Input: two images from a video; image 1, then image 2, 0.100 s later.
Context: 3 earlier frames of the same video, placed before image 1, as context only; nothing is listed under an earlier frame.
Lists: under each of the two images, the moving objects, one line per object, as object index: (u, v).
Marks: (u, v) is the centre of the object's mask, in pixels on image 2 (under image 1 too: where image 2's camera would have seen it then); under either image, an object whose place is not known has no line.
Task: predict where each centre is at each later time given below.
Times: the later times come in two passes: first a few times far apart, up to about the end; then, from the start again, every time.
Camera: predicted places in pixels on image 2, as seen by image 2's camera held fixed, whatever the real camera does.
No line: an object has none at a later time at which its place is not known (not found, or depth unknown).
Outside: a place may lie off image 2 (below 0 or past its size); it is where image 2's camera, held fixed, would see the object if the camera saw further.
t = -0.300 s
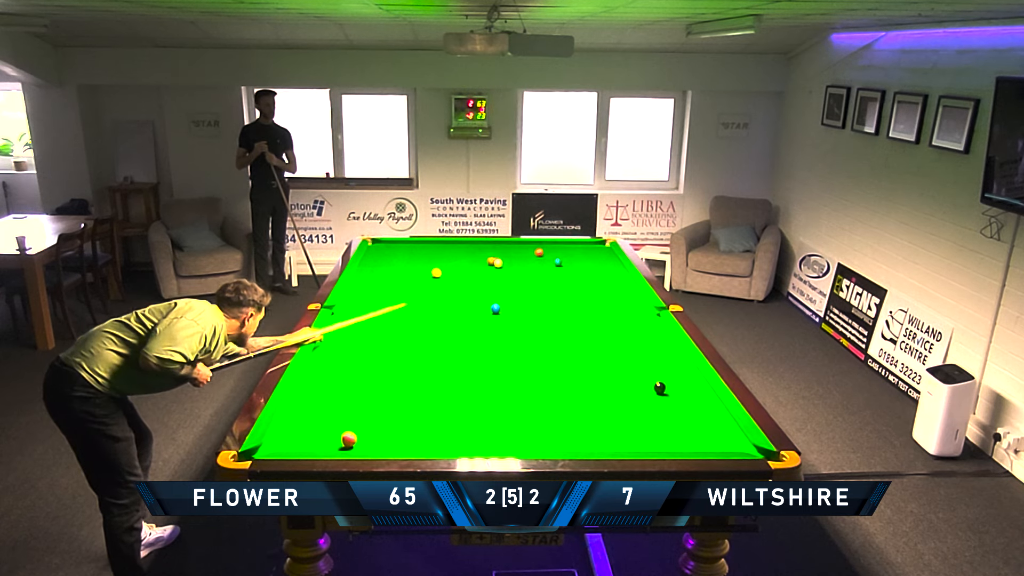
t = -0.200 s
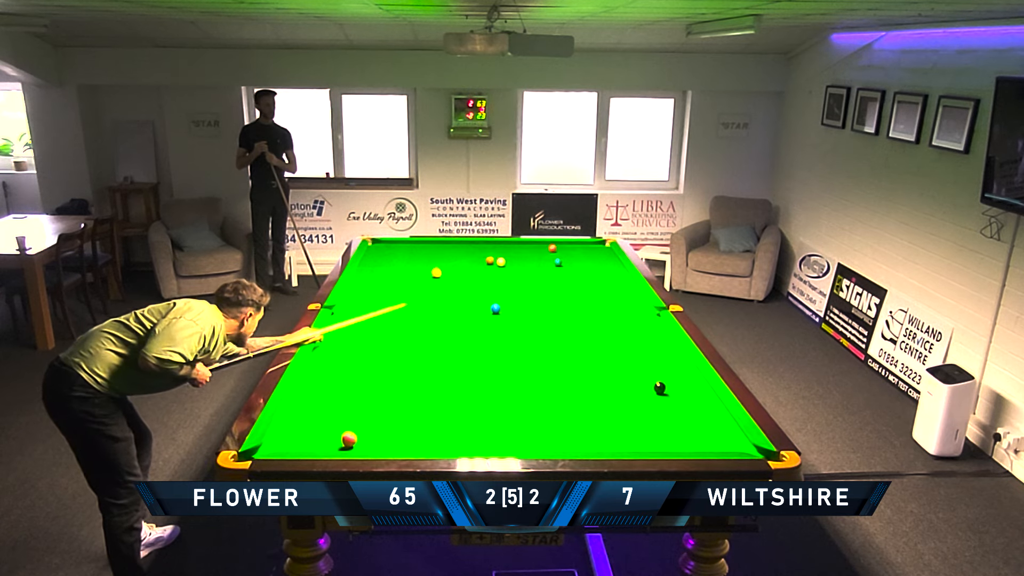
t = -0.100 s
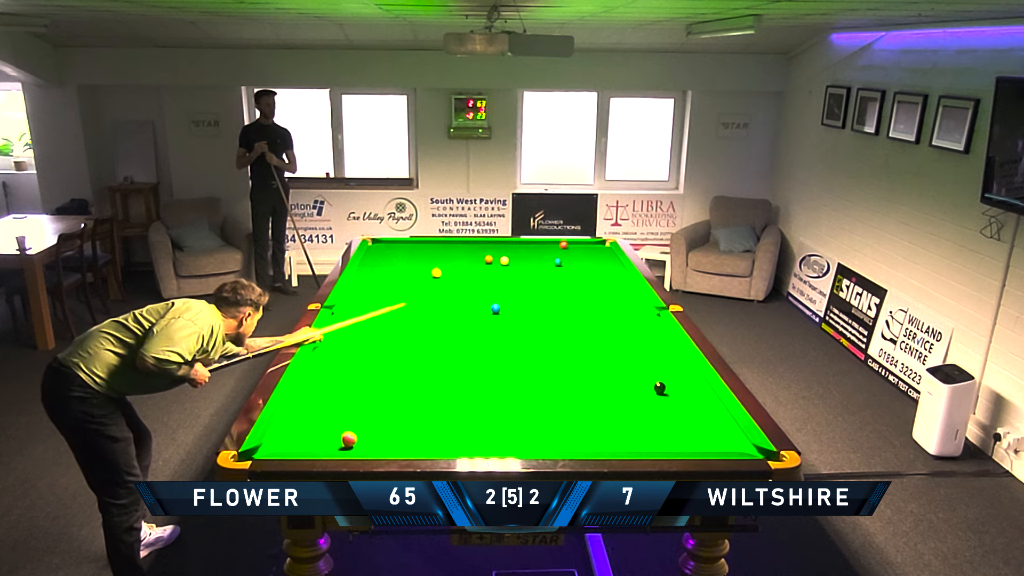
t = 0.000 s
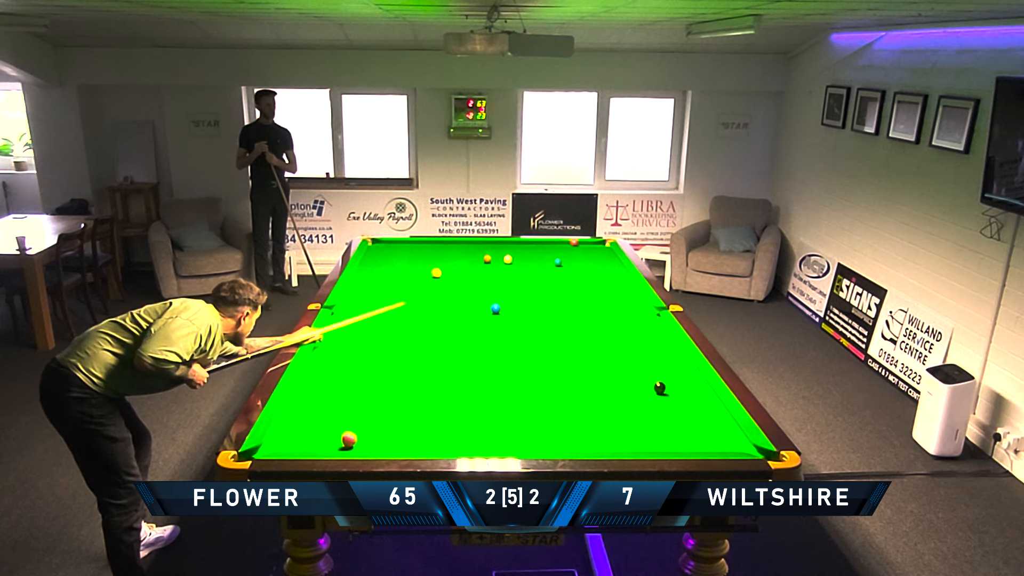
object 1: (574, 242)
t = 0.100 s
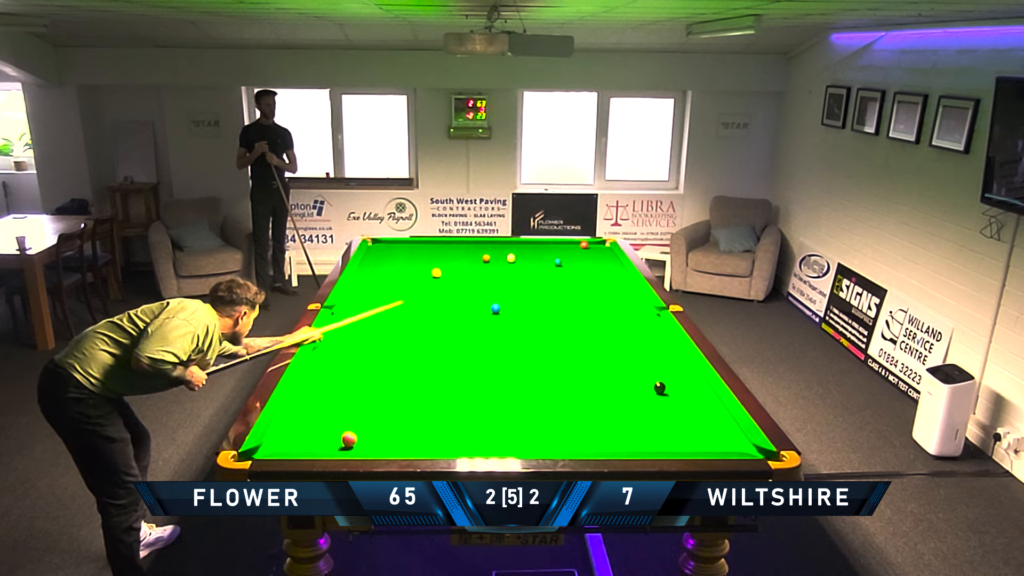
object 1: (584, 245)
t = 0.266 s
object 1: (601, 249)
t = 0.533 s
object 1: (600, 253)
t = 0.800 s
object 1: (588, 257)
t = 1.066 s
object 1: (576, 262)
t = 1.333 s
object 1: (564, 267)
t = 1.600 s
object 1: (552, 271)
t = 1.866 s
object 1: (539, 276)
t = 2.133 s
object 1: (527, 281)
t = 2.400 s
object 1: (515, 285)
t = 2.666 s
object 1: (502, 290)
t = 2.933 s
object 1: (490, 294)
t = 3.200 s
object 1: (478, 299)
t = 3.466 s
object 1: (466, 303)
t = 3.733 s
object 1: (454, 307)
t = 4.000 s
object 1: (443, 311)
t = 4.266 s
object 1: (432, 316)
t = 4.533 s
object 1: (421, 319)
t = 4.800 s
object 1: (410, 323)
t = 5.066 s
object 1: (400, 327)
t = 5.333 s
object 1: (391, 330)
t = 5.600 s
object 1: (382, 333)
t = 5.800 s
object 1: (376, 336)
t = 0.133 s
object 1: (587, 246)
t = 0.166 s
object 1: (591, 247)
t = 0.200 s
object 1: (594, 247)
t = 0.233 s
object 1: (598, 248)
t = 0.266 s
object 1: (601, 249)
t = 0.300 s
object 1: (605, 249)
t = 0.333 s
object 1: (608, 250)
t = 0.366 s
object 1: (608, 250)
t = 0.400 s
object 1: (606, 251)
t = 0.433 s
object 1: (605, 251)
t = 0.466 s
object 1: (603, 252)
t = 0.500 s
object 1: (602, 252)
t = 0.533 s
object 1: (600, 253)
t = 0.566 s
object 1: (599, 254)
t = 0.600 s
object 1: (597, 254)
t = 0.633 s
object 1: (596, 255)
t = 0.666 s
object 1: (595, 255)
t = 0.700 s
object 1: (593, 256)
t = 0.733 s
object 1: (592, 256)
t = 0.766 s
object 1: (590, 257)
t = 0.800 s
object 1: (588, 257)
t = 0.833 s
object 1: (587, 258)
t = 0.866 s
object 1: (585, 258)
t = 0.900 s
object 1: (584, 259)
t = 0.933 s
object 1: (582, 260)
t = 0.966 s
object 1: (581, 261)
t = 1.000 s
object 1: (579, 261)
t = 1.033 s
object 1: (578, 262)
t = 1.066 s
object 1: (576, 262)
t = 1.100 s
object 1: (575, 263)
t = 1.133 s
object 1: (573, 263)
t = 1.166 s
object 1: (572, 264)
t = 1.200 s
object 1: (570, 265)
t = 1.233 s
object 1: (569, 265)
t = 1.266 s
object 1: (567, 266)
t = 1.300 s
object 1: (566, 266)
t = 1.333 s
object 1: (564, 267)
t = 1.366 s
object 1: (563, 267)
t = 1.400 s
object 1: (561, 268)
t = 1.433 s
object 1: (560, 269)
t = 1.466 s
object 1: (558, 269)
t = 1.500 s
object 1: (556, 270)
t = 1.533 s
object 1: (555, 270)
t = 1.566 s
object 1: (553, 271)
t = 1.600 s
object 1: (552, 271)
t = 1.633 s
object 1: (550, 272)
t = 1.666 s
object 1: (549, 273)
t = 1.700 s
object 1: (547, 273)
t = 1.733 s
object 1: (546, 274)
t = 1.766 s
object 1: (544, 274)
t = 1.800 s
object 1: (543, 275)
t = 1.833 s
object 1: (541, 275)
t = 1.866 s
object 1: (539, 276)
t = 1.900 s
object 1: (538, 276)
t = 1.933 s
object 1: (536, 277)
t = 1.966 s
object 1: (535, 278)
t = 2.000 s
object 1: (533, 278)
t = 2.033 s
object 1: (532, 279)
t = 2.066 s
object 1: (530, 279)
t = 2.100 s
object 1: (528, 280)
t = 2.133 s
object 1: (527, 281)
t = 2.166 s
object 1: (525, 281)
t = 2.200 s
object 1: (524, 282)
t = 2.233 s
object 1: (522, 282)
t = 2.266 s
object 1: (521, 283)
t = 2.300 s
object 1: (519, 283)
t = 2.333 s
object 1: (518, 284)
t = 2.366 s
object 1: (516, 284)
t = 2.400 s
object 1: (515, 285)
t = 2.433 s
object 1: (513, 286)
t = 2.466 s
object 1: (511, 286)
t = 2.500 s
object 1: (510, 287)
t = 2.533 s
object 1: (508, 287)
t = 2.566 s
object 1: (507, 288)
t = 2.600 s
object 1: (505, 288)
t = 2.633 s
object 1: (504, 289)
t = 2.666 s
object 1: (502, 290)
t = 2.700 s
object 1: (501, 290)
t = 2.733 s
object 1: (499, 291)
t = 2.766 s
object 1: (498, 291)
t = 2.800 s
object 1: (496, 292)
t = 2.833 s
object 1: (495, 292)
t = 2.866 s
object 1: (493, 293)
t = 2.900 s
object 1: (491, 294)
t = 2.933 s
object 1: (490, 294)
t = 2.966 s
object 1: (489, 295)
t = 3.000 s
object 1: (487, 295)
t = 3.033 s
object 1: (485, 296)
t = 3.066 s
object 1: (484, 296)
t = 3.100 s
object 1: (482, 297)
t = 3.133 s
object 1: (481, 297)
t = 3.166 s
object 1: (479, 298)
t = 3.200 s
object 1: (478, 299)
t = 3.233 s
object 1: (476, 299)
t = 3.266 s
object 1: (475, 300)
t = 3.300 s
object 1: (474, 300)
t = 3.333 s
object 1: (472, 301)
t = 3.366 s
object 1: (471, 301)
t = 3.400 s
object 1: (469, 302)
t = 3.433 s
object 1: (467, 302)
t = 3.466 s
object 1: (466, 303)
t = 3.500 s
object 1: (465, 303)
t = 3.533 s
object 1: (463, 304)
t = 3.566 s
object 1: (462, 305)
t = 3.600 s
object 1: (460, 305)
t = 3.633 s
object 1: (459, 305)
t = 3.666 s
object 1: (457, 306)
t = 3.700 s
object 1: (456, 307)
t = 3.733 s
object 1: (454, 307)
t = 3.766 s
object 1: (453, 308)
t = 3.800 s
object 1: (452, 308)
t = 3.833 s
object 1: (450, 309)
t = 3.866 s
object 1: (449, 309)
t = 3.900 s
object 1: (447, 310)
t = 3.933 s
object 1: (446, 311)
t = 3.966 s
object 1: (444, 311)
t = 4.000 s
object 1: (443, 311)
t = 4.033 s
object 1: (442, 312)
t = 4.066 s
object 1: (440, 313)
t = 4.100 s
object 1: (439, 313)
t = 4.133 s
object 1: (437, 313)
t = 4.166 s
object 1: (436, 314)
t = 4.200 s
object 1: (435, 314)
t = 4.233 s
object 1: (433, 315)
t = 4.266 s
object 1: (432, 316)
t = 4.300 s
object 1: (430, 316)
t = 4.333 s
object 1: (429, 316)
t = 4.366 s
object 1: (428, 317)
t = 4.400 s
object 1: (426, 317)
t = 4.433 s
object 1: (425, 318)
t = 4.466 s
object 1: (424, 318)
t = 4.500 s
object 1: (422, 319)
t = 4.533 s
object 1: (421, 319)
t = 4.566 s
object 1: (420, 320)
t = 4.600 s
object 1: (418, 320)
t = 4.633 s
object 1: (417, 321)
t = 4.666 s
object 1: (416, 321)
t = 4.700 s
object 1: (414, 322)
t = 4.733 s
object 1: (413, 322)
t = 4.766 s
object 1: (412, 323)
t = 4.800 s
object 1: (410, 323)
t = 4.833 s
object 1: (409, 324)
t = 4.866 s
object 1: (408, 324)
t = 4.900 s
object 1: (407, 324)
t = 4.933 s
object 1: (405, 325)
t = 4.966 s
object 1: (404, 325)
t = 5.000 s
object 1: (403, 326)
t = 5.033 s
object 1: (402, 326)
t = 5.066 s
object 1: (400, 327)
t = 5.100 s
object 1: (399, 327)
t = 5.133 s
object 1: (398, 327)
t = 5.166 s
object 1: (397, 328)
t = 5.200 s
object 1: (396, 328)
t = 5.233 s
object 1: (394, 329)
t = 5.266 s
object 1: (393, 329)
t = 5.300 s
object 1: (392, 330)
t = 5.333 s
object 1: (391, 330)
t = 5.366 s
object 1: (390, 330)
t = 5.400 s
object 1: (388, 331)
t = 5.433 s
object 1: (388, 331)
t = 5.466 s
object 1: (386, 332)
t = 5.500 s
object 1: (385, 332)
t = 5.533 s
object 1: (384, 332)
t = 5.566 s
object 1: (383, 333)
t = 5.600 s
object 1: (382, 333)
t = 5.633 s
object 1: (381, 334)
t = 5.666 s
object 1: (380, 334)
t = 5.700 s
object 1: (379, 334)
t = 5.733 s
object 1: (378, 335)
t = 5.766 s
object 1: (377, 335)
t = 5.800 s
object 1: (376, 336)
